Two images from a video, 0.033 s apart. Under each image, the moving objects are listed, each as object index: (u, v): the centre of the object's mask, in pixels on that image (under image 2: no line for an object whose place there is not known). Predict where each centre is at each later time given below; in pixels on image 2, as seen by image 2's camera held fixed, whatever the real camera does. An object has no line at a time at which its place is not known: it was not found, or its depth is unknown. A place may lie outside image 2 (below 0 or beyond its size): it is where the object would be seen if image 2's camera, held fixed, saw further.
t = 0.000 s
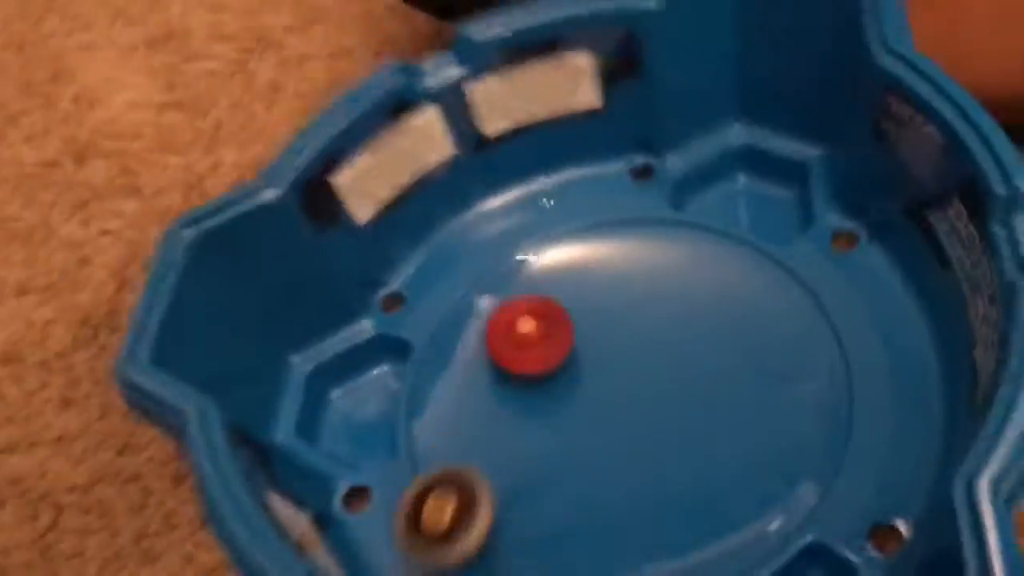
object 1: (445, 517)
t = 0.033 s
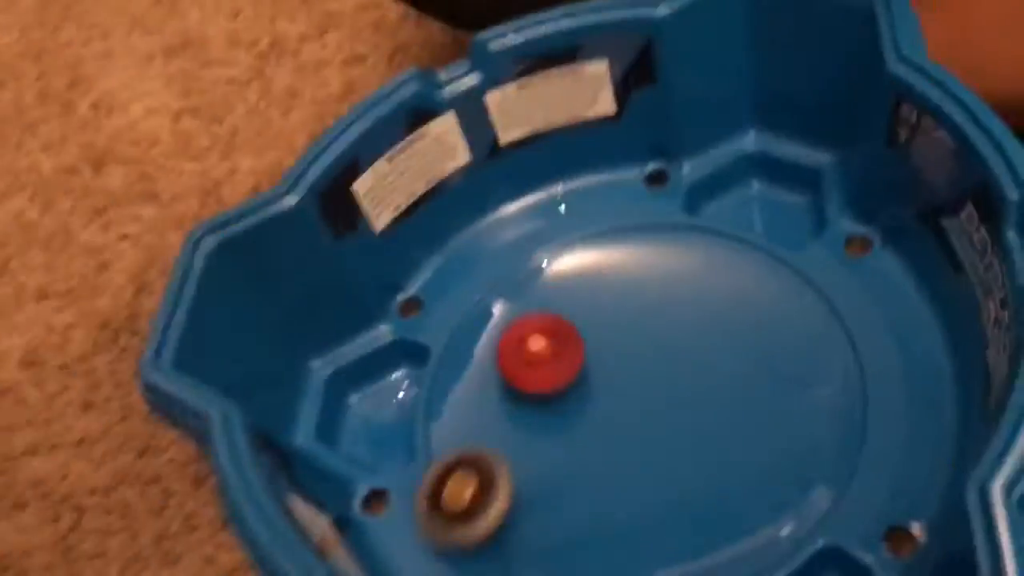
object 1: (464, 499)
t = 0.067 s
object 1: (473, 483)
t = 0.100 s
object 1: (483, 456)
